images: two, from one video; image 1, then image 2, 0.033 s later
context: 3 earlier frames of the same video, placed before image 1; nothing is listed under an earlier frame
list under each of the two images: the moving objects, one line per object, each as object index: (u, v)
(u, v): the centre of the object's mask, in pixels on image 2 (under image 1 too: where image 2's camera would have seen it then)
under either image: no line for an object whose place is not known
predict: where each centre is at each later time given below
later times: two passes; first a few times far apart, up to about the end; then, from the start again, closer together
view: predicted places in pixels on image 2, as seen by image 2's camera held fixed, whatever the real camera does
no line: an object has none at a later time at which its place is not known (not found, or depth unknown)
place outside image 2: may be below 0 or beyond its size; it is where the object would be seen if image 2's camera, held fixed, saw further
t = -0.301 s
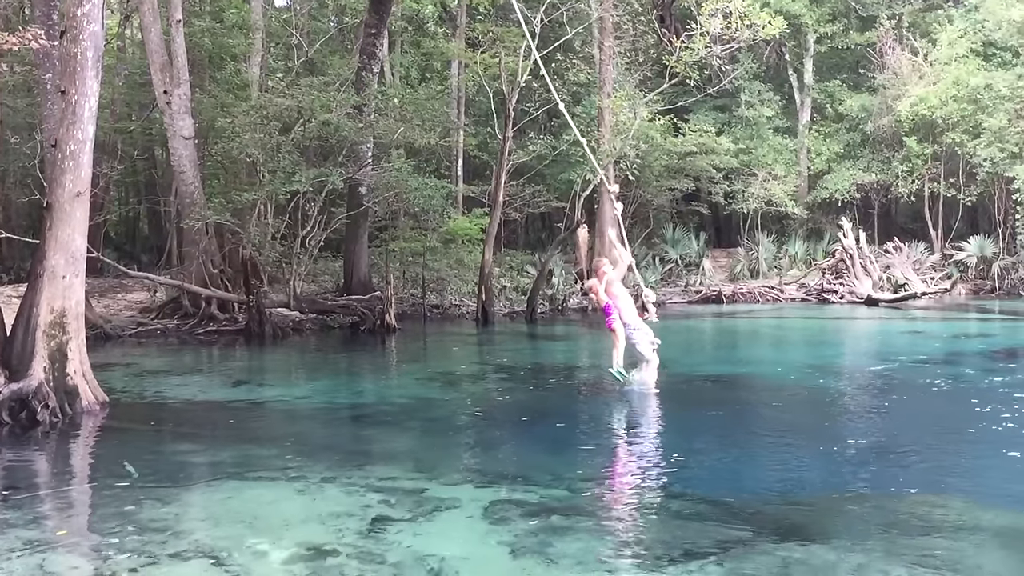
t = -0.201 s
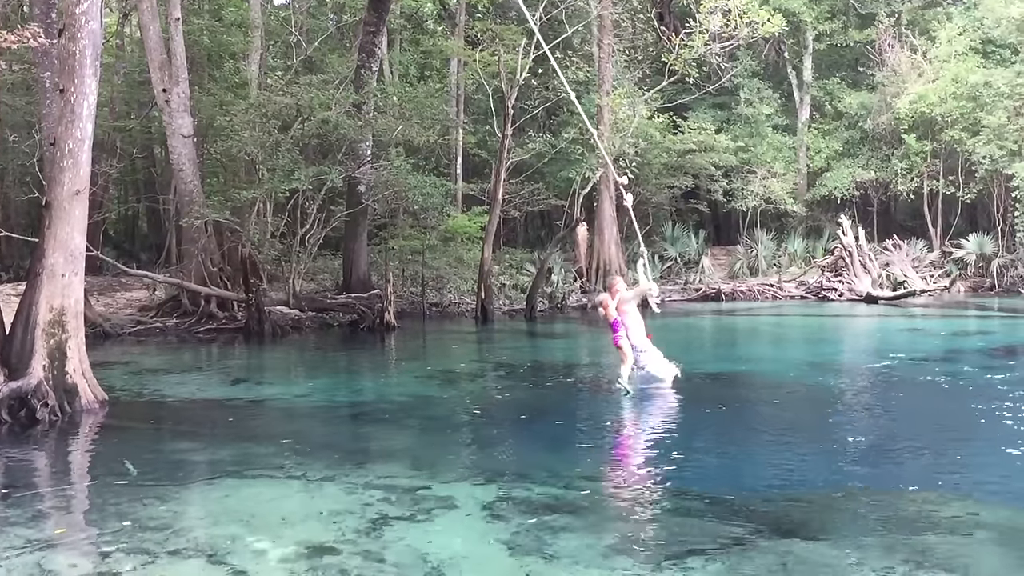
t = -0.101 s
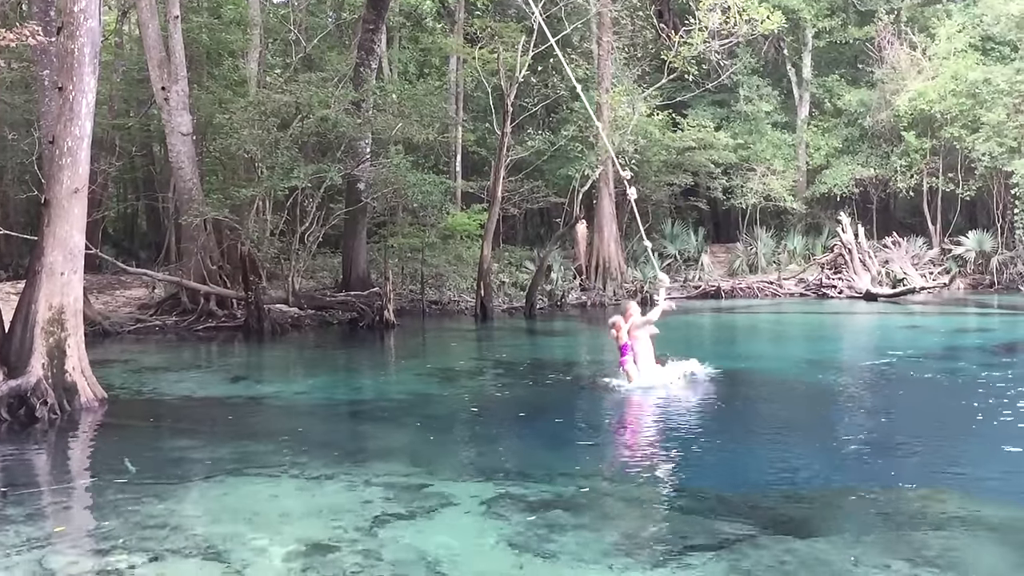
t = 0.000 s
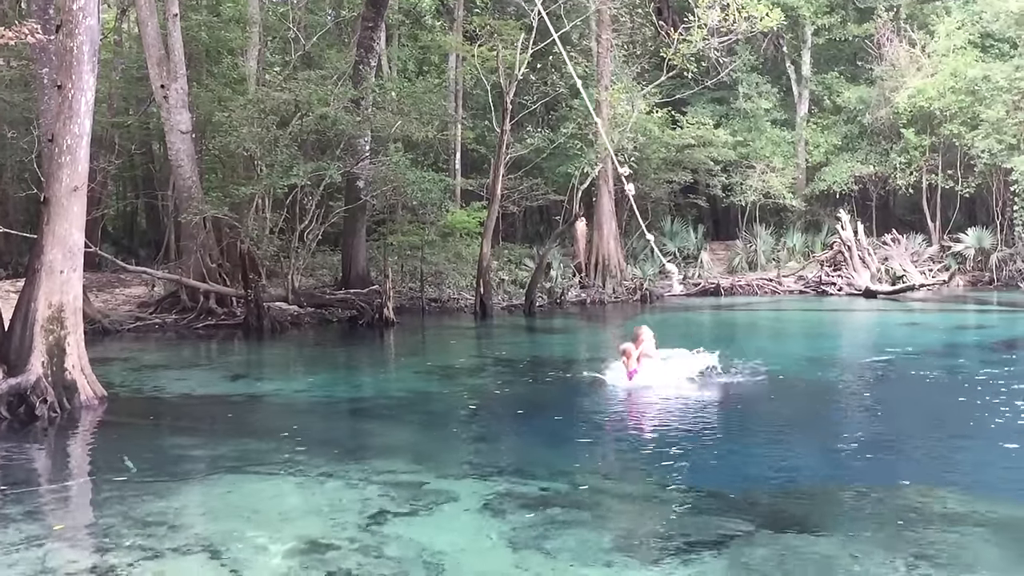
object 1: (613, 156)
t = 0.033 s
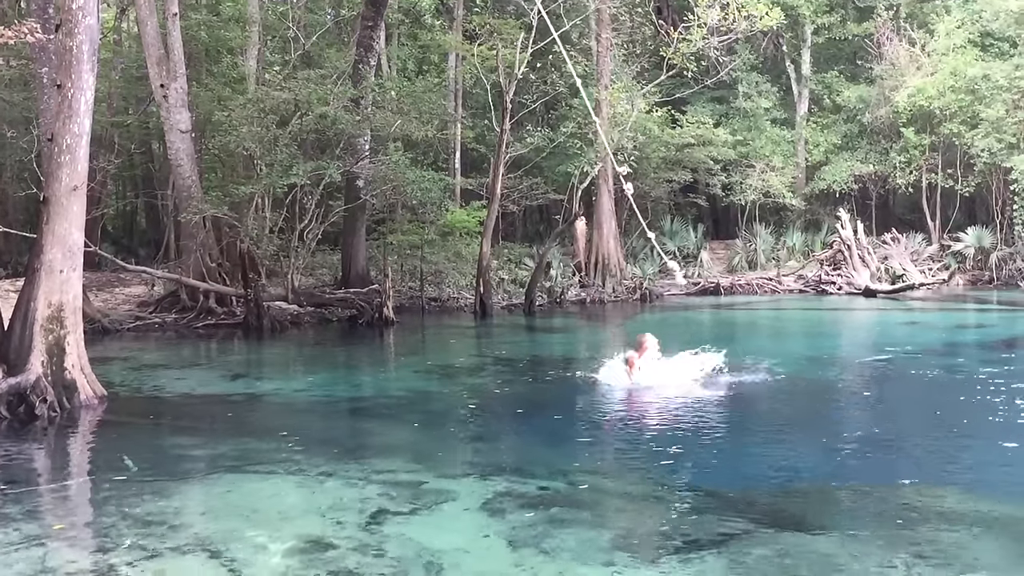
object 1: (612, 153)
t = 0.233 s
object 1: (598, 151)
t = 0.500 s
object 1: (564, 162)
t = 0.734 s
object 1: (529, 182)
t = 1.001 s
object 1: (476, 202)
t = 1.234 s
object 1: (412, 215)
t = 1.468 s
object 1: (334, 227)
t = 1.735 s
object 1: (243, 228)
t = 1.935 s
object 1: (187, 231)
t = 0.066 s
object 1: (611, 154)
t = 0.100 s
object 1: (609, 153)
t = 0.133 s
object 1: (609, 155)
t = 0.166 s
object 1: (607, 156)
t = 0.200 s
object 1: (602, 153)
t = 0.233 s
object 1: (598, 151)
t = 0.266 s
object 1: (595, 153)
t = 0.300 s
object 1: (592, 155)
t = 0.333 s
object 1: (587, 153)
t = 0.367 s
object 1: (584, 158)
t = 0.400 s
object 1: (580, 158)
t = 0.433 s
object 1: (574, 158)
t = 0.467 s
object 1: (570, 160)
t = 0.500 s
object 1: (564, 162)
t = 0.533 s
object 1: (561, 166)
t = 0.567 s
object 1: (555, 169)
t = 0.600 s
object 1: (551, 173)
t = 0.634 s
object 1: (544, 174)
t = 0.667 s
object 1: (540, 179)
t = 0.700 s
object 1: (534, 180)
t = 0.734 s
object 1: (529, 182)
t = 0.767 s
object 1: (524, 187)
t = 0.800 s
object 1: (516, 185)
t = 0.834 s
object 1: (511, 190)
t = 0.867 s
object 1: (504, 190)
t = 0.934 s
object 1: (491, 194)
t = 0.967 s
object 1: (484, 198)
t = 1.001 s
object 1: (476, 202)
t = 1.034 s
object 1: (467, 202)
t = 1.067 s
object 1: (459, 207)
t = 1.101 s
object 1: (449, 212)
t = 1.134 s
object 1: (439, 211)
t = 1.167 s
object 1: (431, 214)
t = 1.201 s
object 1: (422, 213)
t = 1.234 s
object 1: (412, 215)
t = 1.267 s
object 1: (402, 217)
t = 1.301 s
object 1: (392, 221)
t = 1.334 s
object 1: (380, 218)
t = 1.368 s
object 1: (369, 223)
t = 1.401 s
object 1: (358, 221)
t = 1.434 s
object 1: (346, 220)
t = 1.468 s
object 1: (334, 227)
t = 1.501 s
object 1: (321, 224)
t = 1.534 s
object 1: (309, 228)
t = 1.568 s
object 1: (298, 228)
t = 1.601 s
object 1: (288, 224)
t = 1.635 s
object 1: (277, 226)
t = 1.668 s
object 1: (267, 222)
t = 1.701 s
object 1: (254, 224)
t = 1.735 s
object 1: (243, 228)
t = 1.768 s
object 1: (233, 226)
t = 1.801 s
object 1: (222, 227)
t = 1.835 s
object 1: (211, 224)
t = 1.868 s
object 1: (203, 226)
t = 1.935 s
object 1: (187, 231)
